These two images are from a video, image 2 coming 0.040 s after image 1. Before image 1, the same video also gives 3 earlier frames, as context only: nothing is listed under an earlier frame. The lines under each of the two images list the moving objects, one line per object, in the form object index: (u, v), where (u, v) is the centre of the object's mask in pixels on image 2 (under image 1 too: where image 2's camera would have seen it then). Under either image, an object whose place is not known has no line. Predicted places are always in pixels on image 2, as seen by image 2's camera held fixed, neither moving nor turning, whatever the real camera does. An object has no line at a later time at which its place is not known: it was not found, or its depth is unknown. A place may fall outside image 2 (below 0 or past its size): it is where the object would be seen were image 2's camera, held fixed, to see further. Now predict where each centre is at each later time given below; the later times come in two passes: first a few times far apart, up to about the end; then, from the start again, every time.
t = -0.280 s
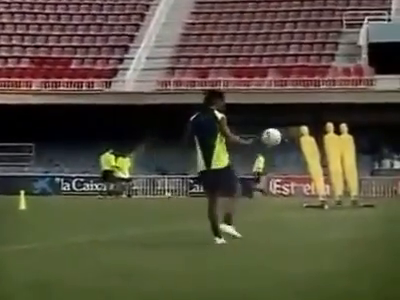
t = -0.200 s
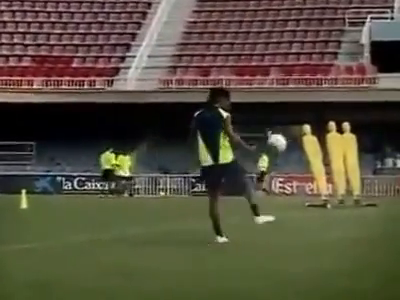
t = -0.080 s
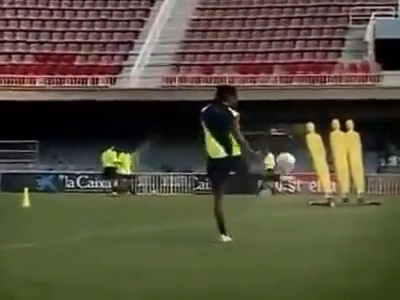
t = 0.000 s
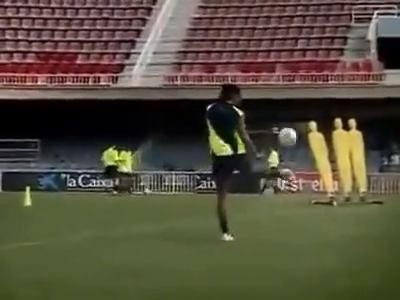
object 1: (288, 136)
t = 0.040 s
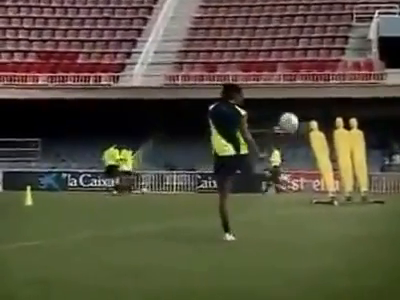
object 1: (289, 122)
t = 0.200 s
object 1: (288, 77)
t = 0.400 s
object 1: (286, 59)
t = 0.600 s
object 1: (283, 66)
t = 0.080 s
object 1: (288, 110)
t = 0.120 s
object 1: (287, 98)
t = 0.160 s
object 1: (288, 85)
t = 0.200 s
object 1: (288, 77)
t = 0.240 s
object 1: (287, 70)
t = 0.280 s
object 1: (287, 66)
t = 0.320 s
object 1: (286, 62)
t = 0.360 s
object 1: (286, 60)
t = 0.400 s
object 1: (286, 59)
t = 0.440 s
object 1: (286, 59)
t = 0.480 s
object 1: (285, 59)
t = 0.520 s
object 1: (285, 58)
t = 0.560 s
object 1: (284, 62)
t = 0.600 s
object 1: (283, 66)
